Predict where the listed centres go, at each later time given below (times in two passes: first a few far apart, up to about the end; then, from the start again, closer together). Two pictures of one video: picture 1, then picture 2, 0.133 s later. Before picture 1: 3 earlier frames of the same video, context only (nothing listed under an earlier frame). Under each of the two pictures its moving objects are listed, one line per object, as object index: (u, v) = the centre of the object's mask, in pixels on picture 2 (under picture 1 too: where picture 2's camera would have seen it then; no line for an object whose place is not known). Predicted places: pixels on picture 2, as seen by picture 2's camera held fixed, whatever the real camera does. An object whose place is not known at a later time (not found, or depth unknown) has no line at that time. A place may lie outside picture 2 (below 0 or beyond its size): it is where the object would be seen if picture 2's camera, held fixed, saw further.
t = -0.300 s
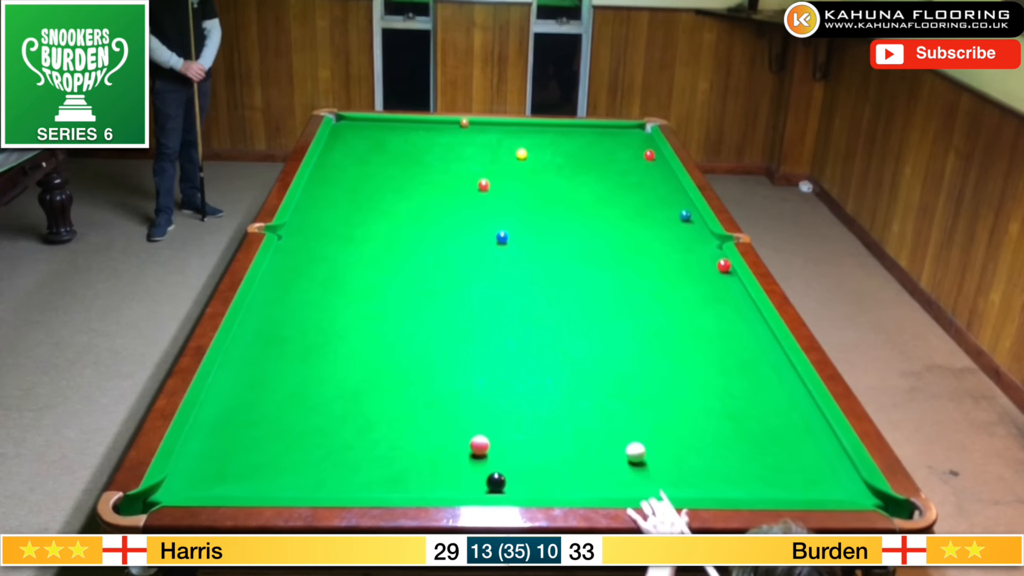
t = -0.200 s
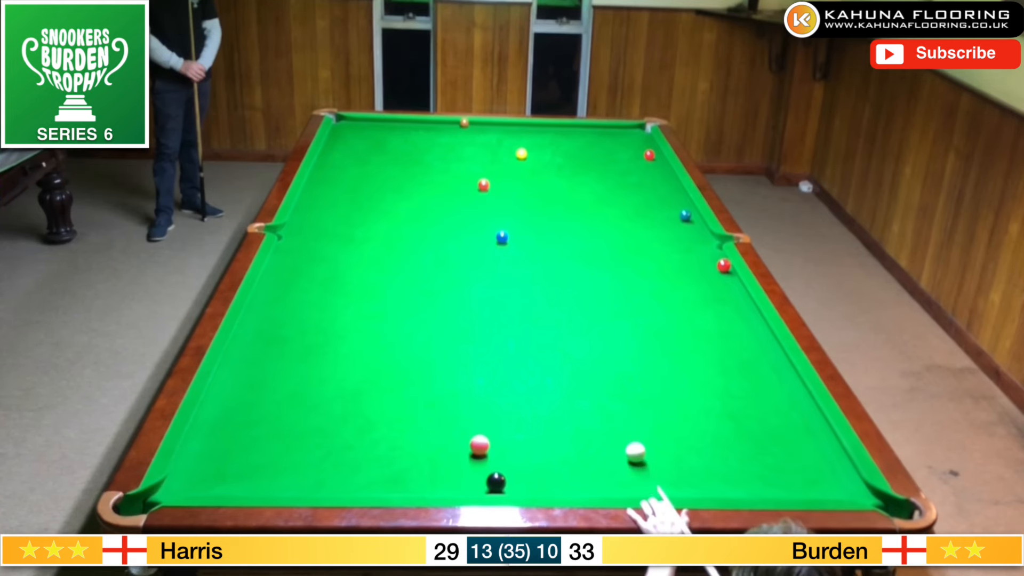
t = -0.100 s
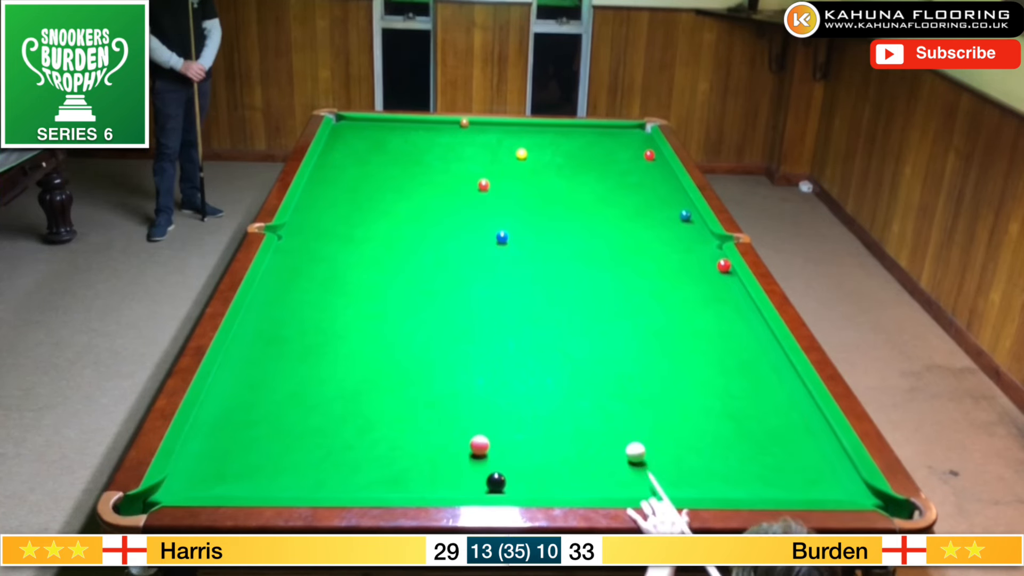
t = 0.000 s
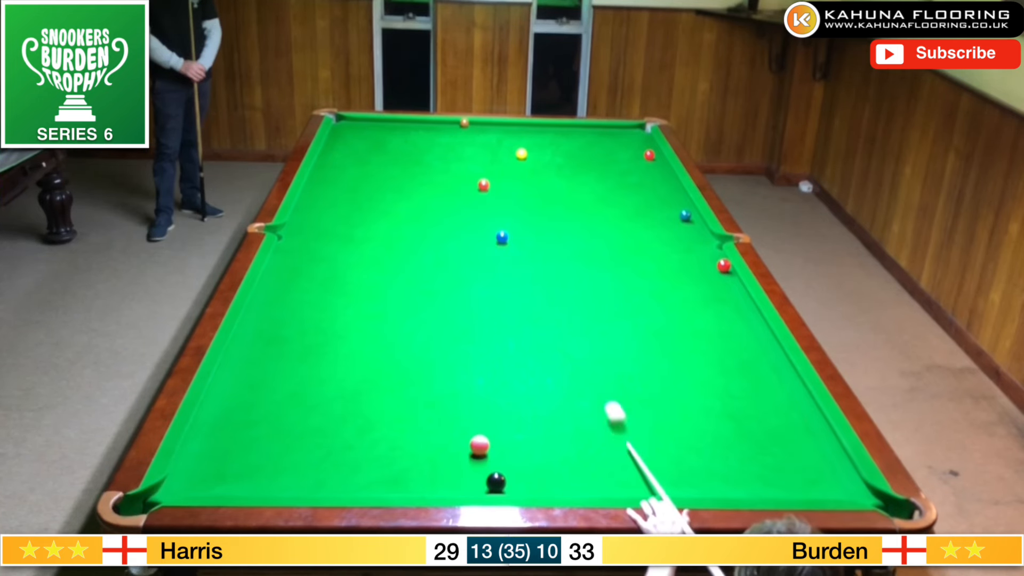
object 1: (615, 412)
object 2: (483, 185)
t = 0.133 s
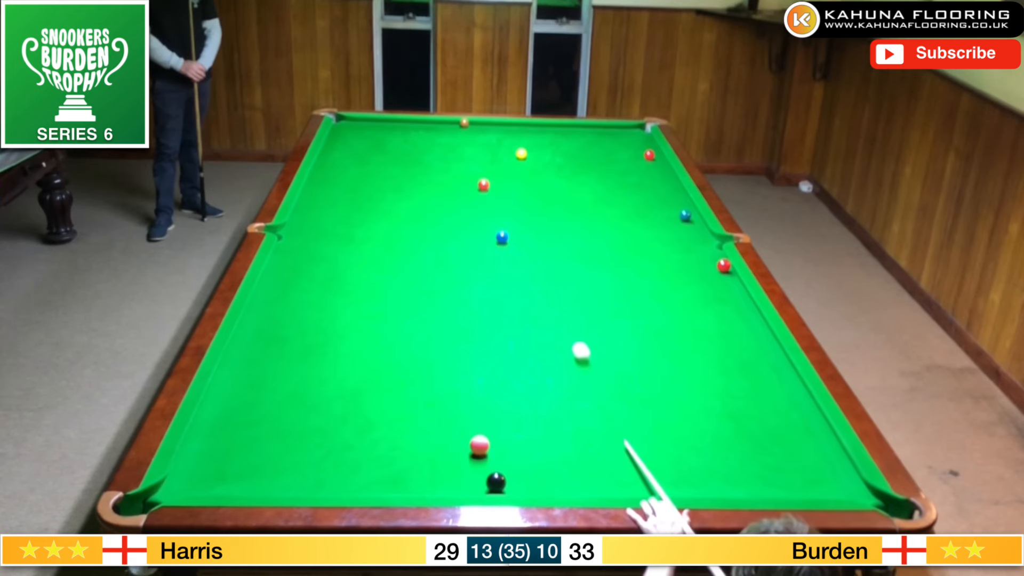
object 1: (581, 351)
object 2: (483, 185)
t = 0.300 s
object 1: (552, 297)
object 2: (483, 185)
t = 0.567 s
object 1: (520, 240)
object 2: (483, 185)
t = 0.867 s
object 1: (494, 192)
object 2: (483, 185)
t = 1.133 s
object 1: (518, 173)
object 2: (442, 170)
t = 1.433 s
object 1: (543, 155)
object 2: (401, 154)
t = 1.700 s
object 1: (561, 141)
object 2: (369, 142)
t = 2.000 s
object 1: (580, 127)
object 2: (336, 130)
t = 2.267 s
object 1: (596, 132)
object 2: (355, 124)
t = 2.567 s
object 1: (614, 141)
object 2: (375, 121)
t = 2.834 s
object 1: (629, 148)
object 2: (389, 126)
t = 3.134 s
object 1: (639, 155)
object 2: (404, 130)
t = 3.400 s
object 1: (638, 160)
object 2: (416, 134)
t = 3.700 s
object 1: (637, 164)
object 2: (429, 138)
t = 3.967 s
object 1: (636, 168)
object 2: (439, 141)
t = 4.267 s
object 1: (636, 171)
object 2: (449, 144)
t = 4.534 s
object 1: (635, 173)
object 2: (456, 146)
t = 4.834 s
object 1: (634, 176)
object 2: (463, 148)
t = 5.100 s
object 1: (634, 177)
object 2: (469, 151)
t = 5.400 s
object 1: (633, 179)
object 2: (473, 152)
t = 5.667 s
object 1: (633, 179)
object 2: (476, 153)
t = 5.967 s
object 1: (633, 179)
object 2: (477, 154)
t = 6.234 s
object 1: (633, 179)
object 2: (478, 154)
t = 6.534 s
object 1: (633, 179)
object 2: (478, 154)
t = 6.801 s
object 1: (633, 179)
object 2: (478, 154)
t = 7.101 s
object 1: (633, 179)
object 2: (478, 154)
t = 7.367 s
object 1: (633, 179)
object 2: (478, 154)
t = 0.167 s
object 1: (574, 339)
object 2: (483, 185)
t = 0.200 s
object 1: (568, 327)
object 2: (483, 185)
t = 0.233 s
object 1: (562, 316)
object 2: (483, 185)
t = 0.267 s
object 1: (557, 306)
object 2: (483, 185)
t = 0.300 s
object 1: (552, 297)
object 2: (483, 185)
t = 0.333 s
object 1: (547, 289)
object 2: (483, 185)
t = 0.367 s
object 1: (542, 281)
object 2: (483, 185)
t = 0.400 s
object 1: (538, 273)
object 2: (483, 185)
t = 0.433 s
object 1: (535, 266)
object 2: (483, 185)
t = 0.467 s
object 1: (531, 259)
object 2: (483, 185)
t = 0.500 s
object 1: (527, 253)
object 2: (483, 185)
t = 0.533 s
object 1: (524, 246)
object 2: (483, 185)
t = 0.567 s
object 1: (520, 240)
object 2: (483, 185)
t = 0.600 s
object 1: (517, 234)
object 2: (483, 185)
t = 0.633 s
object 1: (514, 228)
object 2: (483, 185)
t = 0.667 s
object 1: (510, 223)
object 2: (483, 185)
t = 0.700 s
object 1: (507, 217)
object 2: (483, 185)
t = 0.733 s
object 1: (505, 212)
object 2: (483, 185)
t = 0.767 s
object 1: (502, 207)
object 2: (483, 185)
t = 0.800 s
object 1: (499, 202)
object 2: (483, 185)
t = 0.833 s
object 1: (497, 197)
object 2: (483, 185)
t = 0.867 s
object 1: (494, 192)
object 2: (483, 185)
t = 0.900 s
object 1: (492, 187)
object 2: (482, 184)
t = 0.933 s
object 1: (496, 186)
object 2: (476, 182)
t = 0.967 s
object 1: (501, 184)
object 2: (469, 179)
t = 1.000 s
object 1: (505, 182)
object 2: (463, 177)
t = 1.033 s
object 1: (509, 180)
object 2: (457, 175)
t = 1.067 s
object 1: (512, 178)
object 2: (452, 173)
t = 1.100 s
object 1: (515, 175)
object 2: (447, 171)
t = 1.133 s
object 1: (518, 173)
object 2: (442, 170)
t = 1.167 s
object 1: (521, 171)
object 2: (437, 168)
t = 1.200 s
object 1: (524, 169)
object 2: (433, 166)
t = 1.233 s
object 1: (527, 167)
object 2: (428, 164)
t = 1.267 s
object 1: (529, 165)
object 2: (423, 162)
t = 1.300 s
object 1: (532, 163)
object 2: (419, 161)
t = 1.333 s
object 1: (535, 161)
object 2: (415, 159)
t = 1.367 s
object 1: (537, 159)
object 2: (410, 157)
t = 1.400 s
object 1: (540, 157)
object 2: (406, 156)
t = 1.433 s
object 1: (543, 155)
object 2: (401, 154)
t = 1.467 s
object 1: (545, 153)
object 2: (397, 152)
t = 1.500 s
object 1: (548, 151)
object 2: (393, 151)
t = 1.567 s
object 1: (552, 147)
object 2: (385, 148)
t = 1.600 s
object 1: (554, 146)
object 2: (381, 147)
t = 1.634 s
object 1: (557, 144)
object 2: (377, 145)
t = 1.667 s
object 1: (559, 142)
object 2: (373, 144)
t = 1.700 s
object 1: (561, 141)
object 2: (369, 142)
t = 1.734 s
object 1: (564, 139)
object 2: (365, 141)
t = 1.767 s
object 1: (566, 137)
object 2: (361, 139)
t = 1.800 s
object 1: (568, 136)
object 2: (357, 138)
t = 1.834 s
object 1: (570, 134)
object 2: (354, 137)
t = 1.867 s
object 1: (572, 132)
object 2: (350, 136)
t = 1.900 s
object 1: (574, 131)
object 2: (346, 134)
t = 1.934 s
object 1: (576, 130)
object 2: (343, 133)
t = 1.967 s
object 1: (578, 128)
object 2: (339, 131)
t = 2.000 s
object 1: (580, 127)
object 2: (336, 130)
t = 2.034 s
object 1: (582, 125)
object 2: (336, 130)
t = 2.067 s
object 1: (584, 126)
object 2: (339, 129)
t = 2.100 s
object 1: (586, 127)
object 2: (342, 128)
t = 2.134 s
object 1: (588, 128)
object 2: (345, 127)
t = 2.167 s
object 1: (590, 129)
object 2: (347, 126)
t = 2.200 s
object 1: (592, 130)
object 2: (350, 126)
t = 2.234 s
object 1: (594, 131)
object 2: (352, 125)
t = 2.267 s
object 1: (596, 132)
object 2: (355, 124)
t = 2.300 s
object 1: (598, 133)
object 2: (357, 124)
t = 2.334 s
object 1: (600, 134)
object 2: (360, 123)
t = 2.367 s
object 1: (602, 135)
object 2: (363, 122)
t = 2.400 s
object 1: (604, 136)
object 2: (365, 122)
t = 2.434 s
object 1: (606, 137)
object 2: (367, 121)
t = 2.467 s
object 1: (608, 138)
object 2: (369, 120)
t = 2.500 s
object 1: (610, 139)
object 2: (371, 120)
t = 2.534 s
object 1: (612, 140)
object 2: (373, 121)
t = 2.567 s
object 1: (614, 141)
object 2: (375, 121)
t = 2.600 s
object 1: (616, 142)
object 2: (377, 122)
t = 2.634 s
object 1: (618, 143)
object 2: (379, 123)
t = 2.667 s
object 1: (620, 144)
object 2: (381, 123)
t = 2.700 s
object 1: (622, 145)
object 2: (382, 124)
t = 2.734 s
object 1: (624, 145)
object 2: (384, 124)
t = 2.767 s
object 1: (626, 146)
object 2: (386, 124)
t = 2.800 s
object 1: (628, 147)
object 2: (388, 125)
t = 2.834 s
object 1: (629, 148)
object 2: (389, 126)
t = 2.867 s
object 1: (632, 149)
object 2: (391, 126)
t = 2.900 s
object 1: (633, 150)
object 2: (393, 127)
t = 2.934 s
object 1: (635, 151)
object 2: (395, 127)
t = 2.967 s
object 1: (637, 152)
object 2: (396, 127)
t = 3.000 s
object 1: (639, 153)
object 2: (398, 128)
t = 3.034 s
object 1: (639, 153)
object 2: (399, 128)
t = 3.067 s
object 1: (639, 154)
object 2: (401, 129)
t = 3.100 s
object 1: (639, 155)
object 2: (403, 129)
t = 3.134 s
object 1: (639, 155)
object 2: (404, 130)
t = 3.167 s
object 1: (639, 156)
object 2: (406, 130)
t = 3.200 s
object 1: (639, 157)
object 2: (407, 131)
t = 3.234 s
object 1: (639, 157)
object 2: (409, 131)
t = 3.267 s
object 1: (638, 158)
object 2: (411, 132)
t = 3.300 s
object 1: (638, 158)
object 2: (412, 132)
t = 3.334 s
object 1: (638, 159)
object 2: (414, 133)
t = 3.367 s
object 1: (638, 159)
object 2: (415, 134)
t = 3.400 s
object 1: (638, 160)
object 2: (416, 134)
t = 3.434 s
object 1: (638, 160)
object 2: (418, 134)
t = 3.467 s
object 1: (638, 161)
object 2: (419, 135)
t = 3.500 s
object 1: (638, 161)
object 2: (421, 135)
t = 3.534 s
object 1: (638, 162)
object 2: (422, 136)
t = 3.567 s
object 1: (638, 162)
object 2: (424, 136)
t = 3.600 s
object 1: (638, 163)
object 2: (425, 136)
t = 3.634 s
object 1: (638, 163)
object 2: (426, 137)
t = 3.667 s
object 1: (637, 164)
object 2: (427, 137)
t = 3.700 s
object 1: (637, 164)
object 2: (429, 138)
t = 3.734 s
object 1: (637, 165)
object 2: (430, 138)
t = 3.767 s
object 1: (637, 165)
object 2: (431, 139)
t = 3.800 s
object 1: (637, 166)
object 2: (433, 139)
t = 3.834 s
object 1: (637, 166)
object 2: (434, 140)
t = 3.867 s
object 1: (637, 166)
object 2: (435, 140)
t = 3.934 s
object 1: (637, 167)
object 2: (438, 140)
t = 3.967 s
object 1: (636, 168)
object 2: (439, 141)
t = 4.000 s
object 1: (636, 168)
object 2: (440, 141)
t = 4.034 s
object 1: (636, 168)
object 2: (441, 142)
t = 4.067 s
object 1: (636, 169)
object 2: (442, 142)
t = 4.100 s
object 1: (636, 169)
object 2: (443, 143)
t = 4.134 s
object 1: (636, 170)
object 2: (445, 143)
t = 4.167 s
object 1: (636, 170)
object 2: (445, 143)
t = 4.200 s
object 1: (636, 170)
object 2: (447, 143)
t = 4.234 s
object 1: (636, 171)
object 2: (448, 144)
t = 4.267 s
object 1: (636, 171)
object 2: (449, 144)
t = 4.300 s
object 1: (635, 171)
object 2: (450, 144)
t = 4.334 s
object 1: (635, 172)
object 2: (451, 145)
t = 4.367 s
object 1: (635, 172)
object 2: (452, 145)
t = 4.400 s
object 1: (635, 172)
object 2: (452, 145)
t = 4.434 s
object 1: (635, 173)
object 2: (453, 146)
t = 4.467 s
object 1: (635, 173)
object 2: (454, 146)
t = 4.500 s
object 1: (635, 173)
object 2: (455, 146)
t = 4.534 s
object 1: (635, 173)
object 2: (456, 146)
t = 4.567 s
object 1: (634, 174)
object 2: (457, 147)
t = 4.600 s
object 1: (634, 174)
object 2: (458, 147)
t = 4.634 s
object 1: (634, 174)
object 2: (459, 147)
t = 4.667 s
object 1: (634, 175)
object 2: (459, 147)
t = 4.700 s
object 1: (634, 175)
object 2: (460, 148)
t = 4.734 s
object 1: (634, 175)
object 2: (461, 148)
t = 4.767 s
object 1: (634, 176)
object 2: (462, 148)
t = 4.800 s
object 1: (634, 176)
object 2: (463, 148)
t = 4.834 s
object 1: (634, 176)
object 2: (463, 148)
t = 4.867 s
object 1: (634, 176)
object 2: (464, 149)
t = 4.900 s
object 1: (634, 176)
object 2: (465, 149)
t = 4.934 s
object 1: (634, 176)
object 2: (465, 149)
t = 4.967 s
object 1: (634, 177)
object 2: (466, 150)
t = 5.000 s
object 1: (634, 177)
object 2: (467, 150)
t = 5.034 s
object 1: (634, 177)
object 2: (467, 150)
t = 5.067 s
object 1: (634, 177)
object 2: (468, 150)
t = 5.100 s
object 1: (634, 177)
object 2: (469, 151)
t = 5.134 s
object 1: (634, 178)
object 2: (469, 151)
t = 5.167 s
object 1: (634, 178)
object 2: (470, 151)
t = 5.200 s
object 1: (633, 178)
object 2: (470, 151)
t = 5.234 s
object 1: (633, 178)
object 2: (471, 151)
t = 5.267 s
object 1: (633, 178)
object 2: (471, 151)
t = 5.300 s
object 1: (633, 178)
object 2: (472, 151)
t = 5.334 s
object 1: (633, 178)
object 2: (472, 152)
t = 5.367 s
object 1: (633, 178)
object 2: (473, 152)
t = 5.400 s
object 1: (633, 179)
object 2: (473, 152)
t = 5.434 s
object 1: (633, 179)
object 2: (474, 152)
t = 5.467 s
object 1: (633, 179)
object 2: (474, 152)
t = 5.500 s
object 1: (633, 179)
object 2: (474, 153)
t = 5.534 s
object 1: (633, 179)
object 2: (475, 153)
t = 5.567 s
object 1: (633, 179)
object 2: (475, 153)
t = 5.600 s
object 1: (633, 179)
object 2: (475, 153)
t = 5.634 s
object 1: (633, 179)
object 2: (476, 153)
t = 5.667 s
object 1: (633, 179)
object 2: (476, 153)
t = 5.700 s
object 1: (633, 179)
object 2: (476, 153)
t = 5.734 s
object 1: (633, 179)
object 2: (476, 153)
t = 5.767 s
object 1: (633, 179)
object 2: (477, 153)
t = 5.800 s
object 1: (633, 179)
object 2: (477, 154)
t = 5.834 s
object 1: (633, 179)
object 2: (477, 154)
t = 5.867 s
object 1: (633, 179)
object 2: (477, 154)
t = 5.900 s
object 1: (633, 179)
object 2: (477, 154)
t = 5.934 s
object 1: (633, 179)
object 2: (477, 154)
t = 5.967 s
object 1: (633, 179)
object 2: (477, 154)
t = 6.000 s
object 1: (633, 179)
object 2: (478, 154)
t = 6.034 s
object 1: (633, 179)
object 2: (478, 154)
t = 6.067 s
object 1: (633, 179)
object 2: (478, 154)
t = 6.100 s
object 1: (633, 179)
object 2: (478, 154)
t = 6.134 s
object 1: (633, 179)
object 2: (478, 154)
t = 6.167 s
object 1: (633, 179)
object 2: (478, 154)
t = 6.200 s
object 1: (633, 179)
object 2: (478, 154)
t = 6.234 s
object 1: (633, 179)
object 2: (478, 154)
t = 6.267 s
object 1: (633, 179)
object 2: (478, 154)
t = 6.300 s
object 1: (633, 179)
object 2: (478, 154)
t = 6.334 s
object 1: (633, 179)
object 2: (478, 154)
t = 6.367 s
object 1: (633, 179)
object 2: (478, 154)
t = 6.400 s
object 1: (633, 179)
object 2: (478, 154)
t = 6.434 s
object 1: (633, 179)
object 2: (478, 154)
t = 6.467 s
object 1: (633, 179)
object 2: (478, 154)
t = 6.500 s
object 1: (633, 179)
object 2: (478, 154)
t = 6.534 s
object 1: (633, 179)
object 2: (478, 154)
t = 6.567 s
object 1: (633, 179)
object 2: (478, 154)
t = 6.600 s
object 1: (633, 179)
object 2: (478, 154)
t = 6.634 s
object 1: (633, 179)
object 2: (478, 154)
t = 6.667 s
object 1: (633, 179)
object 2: (478, 154)
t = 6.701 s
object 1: (633, 179)
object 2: (478, 154)
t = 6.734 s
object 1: (633, 179)
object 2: (478, 154)
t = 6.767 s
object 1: (633, 179)
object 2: (478, 154)
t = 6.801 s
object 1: (633, 179)
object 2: (478, 154)
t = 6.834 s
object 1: (633, 179)
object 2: (478, 154)
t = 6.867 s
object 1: (633, 179)
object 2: (478, 154)
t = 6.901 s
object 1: (633, 179)
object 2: (478, 154)
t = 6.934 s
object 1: (633, 179)
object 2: (478, 154)
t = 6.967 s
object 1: (633, 179)
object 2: (478, 154)
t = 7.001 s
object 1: (633, 179)
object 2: (478, 154)
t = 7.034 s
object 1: (633, 179)
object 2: (478, 154)
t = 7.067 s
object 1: (633, 179)
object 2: (478, 154)
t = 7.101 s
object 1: (633, 179)
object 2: (478, 154)
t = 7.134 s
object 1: (633, 179)
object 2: (477, 154)
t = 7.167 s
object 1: (633, 179)
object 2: (478, 154)
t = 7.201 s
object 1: (633, 179)
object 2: (478, 154)
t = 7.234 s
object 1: (633, 179)
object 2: (478, 154)
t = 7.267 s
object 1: (633, 179)
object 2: (478, 154)
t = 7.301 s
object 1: (633, 179)
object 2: (478, 154)
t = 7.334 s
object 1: (633, 179)
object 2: (478, 154)
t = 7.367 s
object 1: (633, 179)
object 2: (478, 154)
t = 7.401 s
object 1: (633, 179)
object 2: (478, 154)
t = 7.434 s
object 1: (633, 179)
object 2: (478, 154)
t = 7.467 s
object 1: (633, 179)
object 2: (478, 154)
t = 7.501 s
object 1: (633, 179)
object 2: (478, 154)
